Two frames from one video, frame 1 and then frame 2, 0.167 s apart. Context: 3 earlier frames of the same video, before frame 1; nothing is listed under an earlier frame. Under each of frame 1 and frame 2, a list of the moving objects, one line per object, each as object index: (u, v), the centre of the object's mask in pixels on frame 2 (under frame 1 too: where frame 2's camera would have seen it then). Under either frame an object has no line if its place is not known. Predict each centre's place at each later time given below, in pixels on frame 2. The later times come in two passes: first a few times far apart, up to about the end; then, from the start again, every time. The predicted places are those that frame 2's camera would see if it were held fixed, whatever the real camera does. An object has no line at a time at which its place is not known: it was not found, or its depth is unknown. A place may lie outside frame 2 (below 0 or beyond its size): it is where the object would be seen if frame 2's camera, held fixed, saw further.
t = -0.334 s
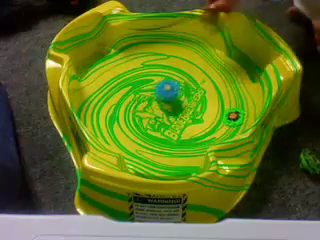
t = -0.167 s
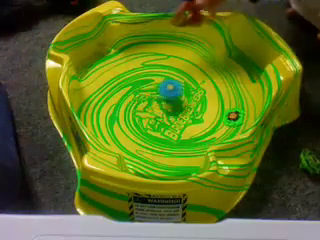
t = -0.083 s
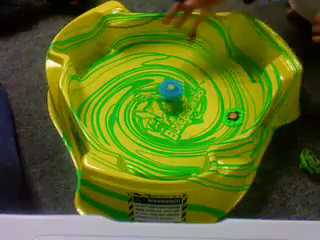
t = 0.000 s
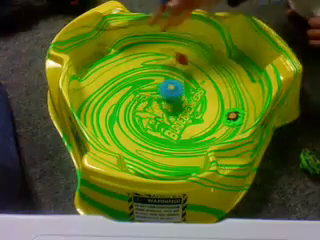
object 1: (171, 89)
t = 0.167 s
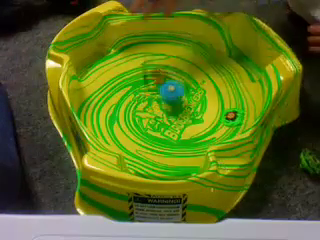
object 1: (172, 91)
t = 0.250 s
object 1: (173, 96)
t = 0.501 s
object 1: (169, 104)
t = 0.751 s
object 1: (160, 98)
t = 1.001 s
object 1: (157, 98)
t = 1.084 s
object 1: (159, 98)
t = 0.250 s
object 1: (173, 96)
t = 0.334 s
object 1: (172, 101)
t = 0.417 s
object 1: (170, 104)
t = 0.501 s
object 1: (169, 104)
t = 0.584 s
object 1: (166, 102)
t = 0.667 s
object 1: (162, 100)
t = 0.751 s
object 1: (160, 98)
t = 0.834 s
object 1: (156, 99)
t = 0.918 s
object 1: (156, 100)
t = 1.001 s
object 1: (157, 98)
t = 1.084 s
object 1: (159, 98)
